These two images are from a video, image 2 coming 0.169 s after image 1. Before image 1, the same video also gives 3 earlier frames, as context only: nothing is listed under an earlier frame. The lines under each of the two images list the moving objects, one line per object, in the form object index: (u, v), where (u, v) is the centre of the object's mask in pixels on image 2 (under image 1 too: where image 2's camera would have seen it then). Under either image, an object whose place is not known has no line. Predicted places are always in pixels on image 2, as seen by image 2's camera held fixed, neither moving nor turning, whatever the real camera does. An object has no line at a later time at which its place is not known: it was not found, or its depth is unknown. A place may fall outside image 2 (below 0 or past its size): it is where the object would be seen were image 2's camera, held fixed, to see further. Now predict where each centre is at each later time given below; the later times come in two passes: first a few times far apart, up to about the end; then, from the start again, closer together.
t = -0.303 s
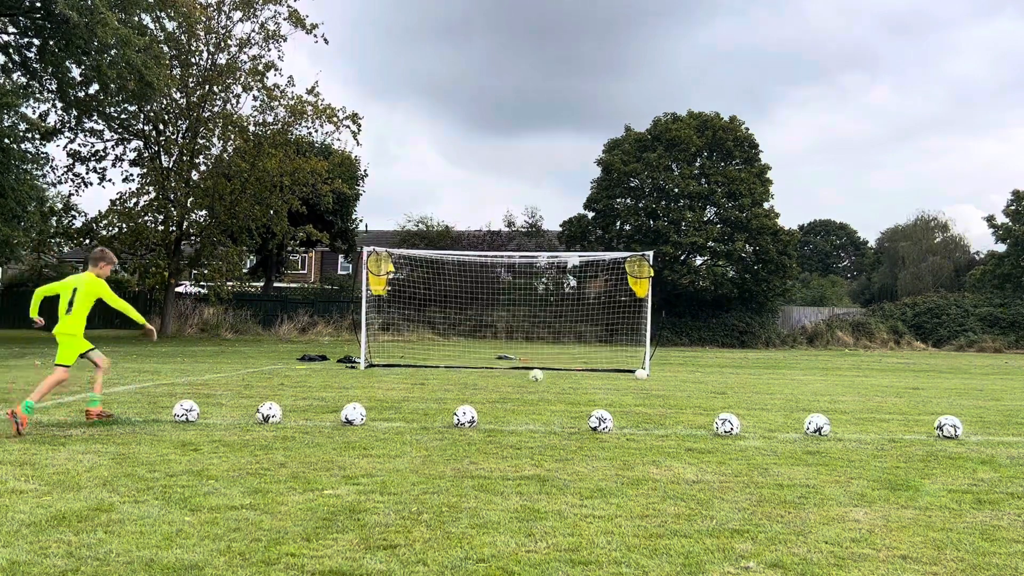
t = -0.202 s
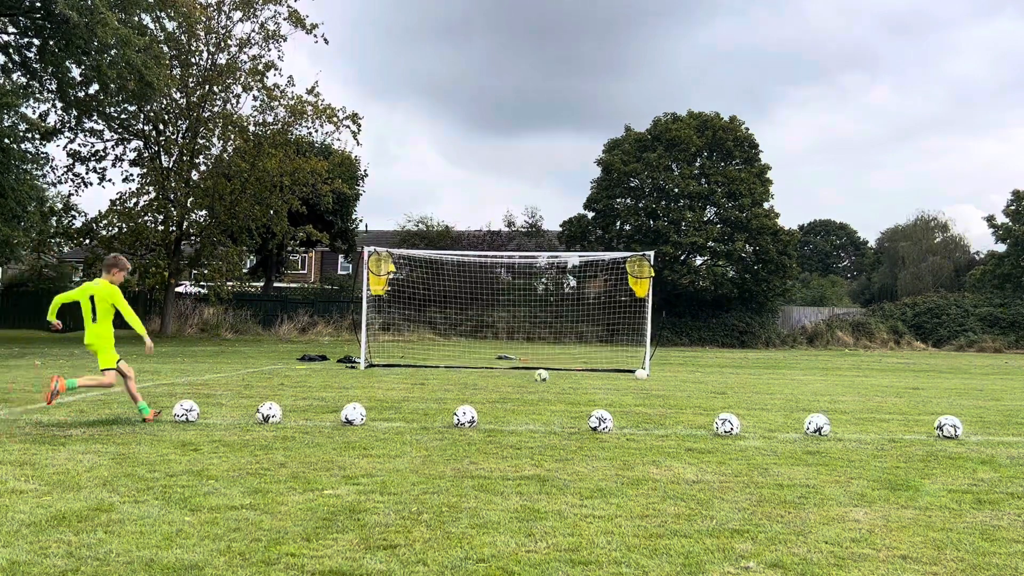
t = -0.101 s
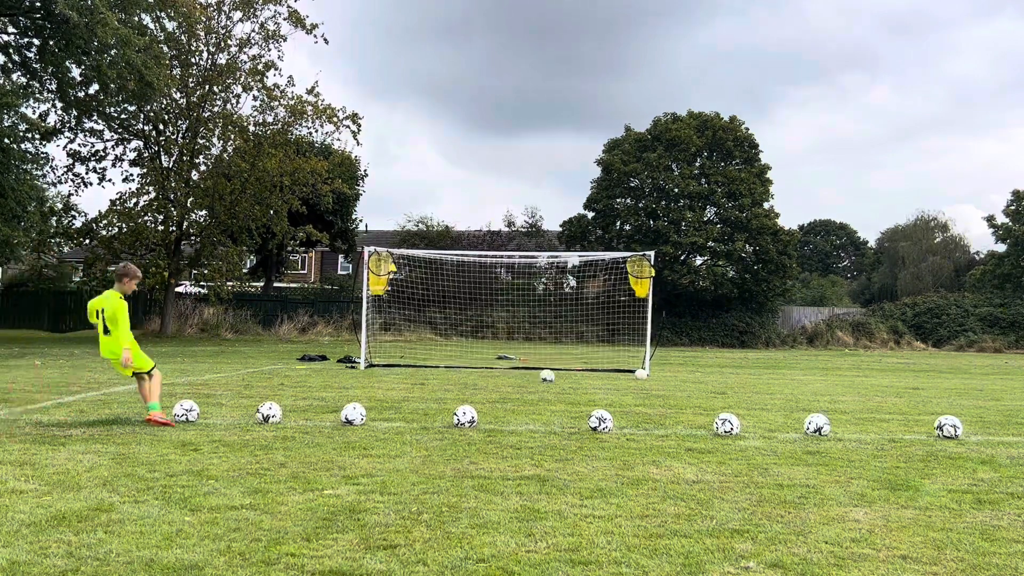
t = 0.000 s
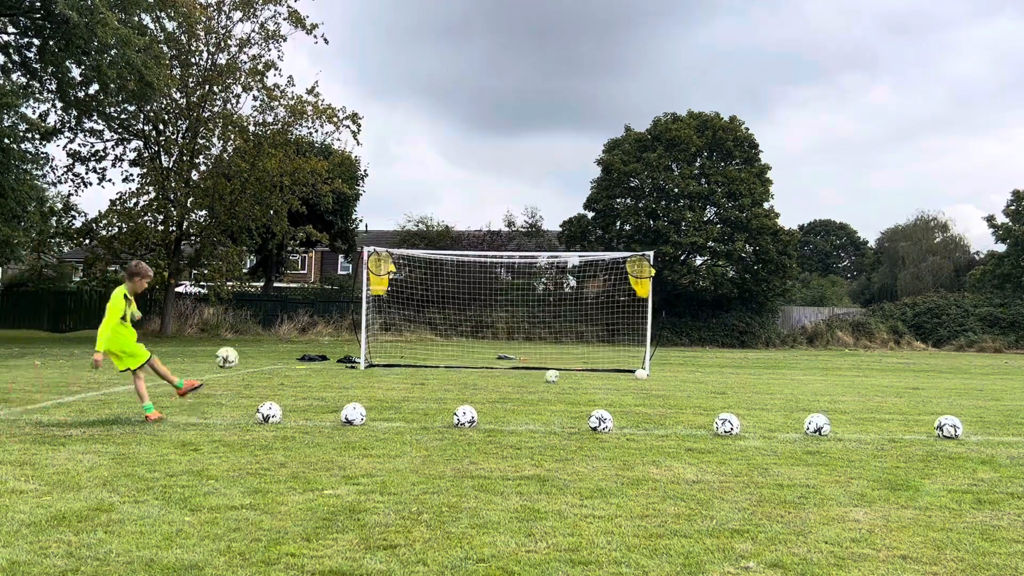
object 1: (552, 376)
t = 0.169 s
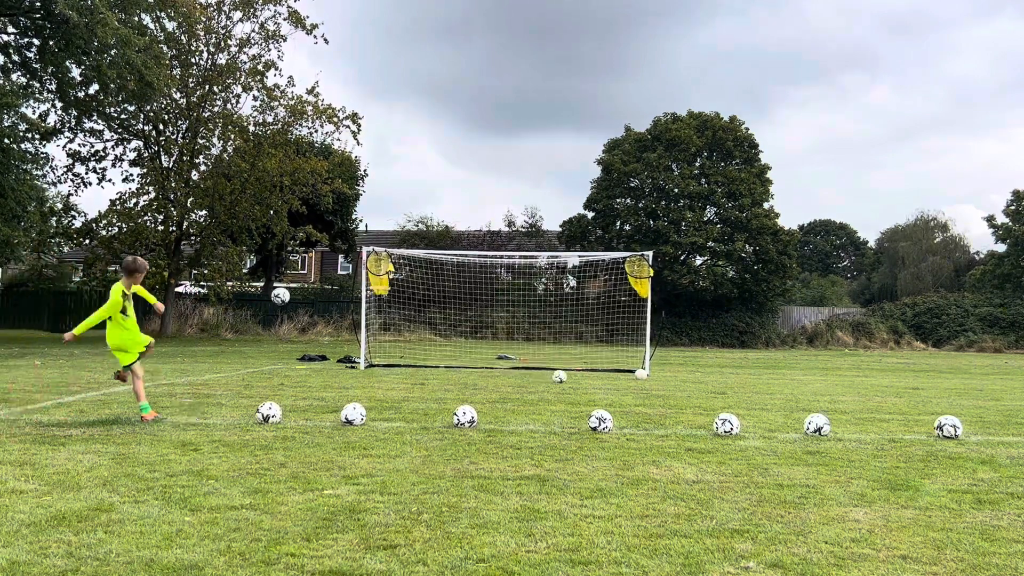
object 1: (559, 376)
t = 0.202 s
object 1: (561, 377)
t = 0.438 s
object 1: (570, 377)
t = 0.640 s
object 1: (576, 378)
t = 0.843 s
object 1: (581, 378)
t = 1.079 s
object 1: (582, 378)
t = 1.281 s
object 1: (582, 378)
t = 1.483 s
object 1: (582, 378)
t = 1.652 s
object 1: (582, 378)
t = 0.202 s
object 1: (561, 377)
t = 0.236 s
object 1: (562, 377)
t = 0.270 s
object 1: (564, 377)
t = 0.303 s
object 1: (565, 378)
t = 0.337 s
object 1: (566, 378)
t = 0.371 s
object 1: (567, 378)
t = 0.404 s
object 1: (569, 378)
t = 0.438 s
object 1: (570, 377)
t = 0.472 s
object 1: (571, 378)
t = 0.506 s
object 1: (572, 378)
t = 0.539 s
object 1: (573, 378)
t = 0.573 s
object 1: (574, 378)
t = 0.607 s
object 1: (575, 378)
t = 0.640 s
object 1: (576, 378)
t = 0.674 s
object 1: (577, 378)
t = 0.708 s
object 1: (578, 378)
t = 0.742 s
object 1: (579, 378)
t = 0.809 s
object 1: (580, 378)
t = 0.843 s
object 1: (581, 378)
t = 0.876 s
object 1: (582, 378)
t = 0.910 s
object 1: (582, 378)
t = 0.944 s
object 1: (583, 378)
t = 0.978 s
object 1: (583, 379)
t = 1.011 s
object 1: (583, 379)
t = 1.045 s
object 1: (583, 379)
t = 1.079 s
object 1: (582, 378)
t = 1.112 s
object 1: (582, 378)
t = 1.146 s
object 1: (582, 378)
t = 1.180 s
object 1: (582, 378)
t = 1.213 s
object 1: (582, 378)
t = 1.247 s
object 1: (582, 378)
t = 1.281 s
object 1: (582, 378)
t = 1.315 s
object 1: (582, 378)
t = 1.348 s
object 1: (582, 378)
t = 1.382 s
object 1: (582, 378)
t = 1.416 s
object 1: (582, 378)
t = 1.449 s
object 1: (582, 378)
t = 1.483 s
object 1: (582, 378)
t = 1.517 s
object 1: (582, 378)
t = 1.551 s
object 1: (582, 378)
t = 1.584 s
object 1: (582, 378)
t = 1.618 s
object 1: (582, 378)
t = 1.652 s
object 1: (582, 378)
